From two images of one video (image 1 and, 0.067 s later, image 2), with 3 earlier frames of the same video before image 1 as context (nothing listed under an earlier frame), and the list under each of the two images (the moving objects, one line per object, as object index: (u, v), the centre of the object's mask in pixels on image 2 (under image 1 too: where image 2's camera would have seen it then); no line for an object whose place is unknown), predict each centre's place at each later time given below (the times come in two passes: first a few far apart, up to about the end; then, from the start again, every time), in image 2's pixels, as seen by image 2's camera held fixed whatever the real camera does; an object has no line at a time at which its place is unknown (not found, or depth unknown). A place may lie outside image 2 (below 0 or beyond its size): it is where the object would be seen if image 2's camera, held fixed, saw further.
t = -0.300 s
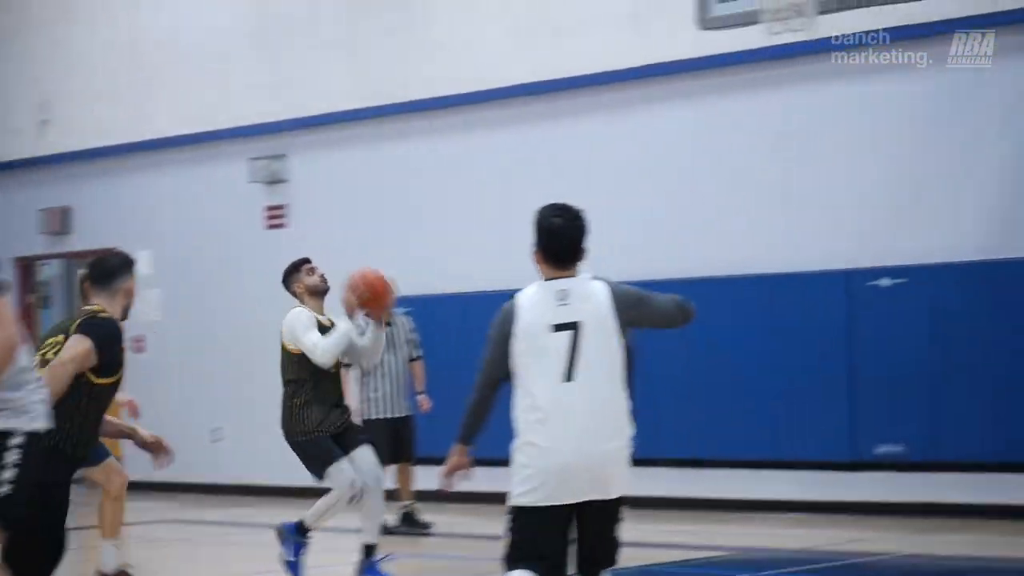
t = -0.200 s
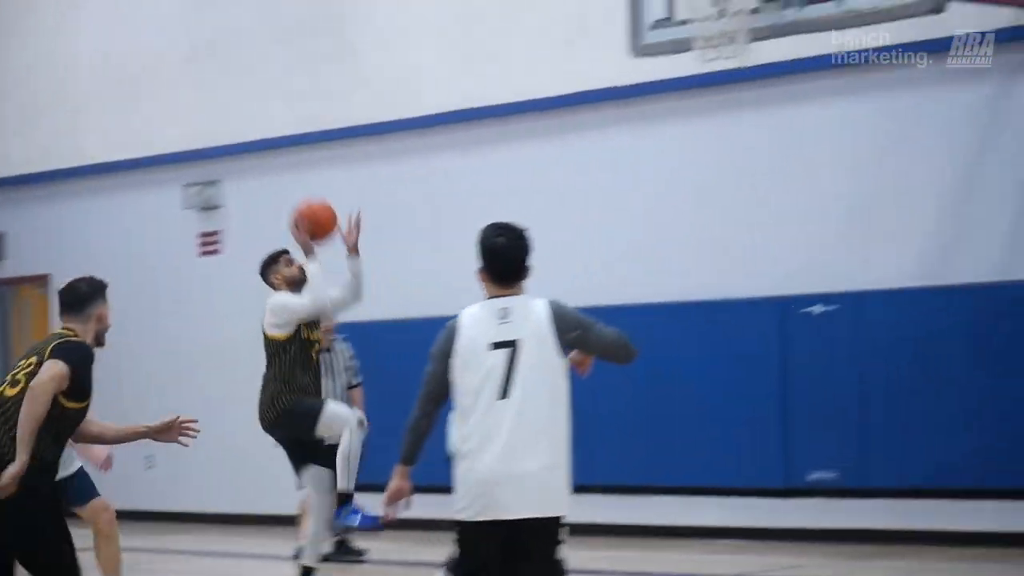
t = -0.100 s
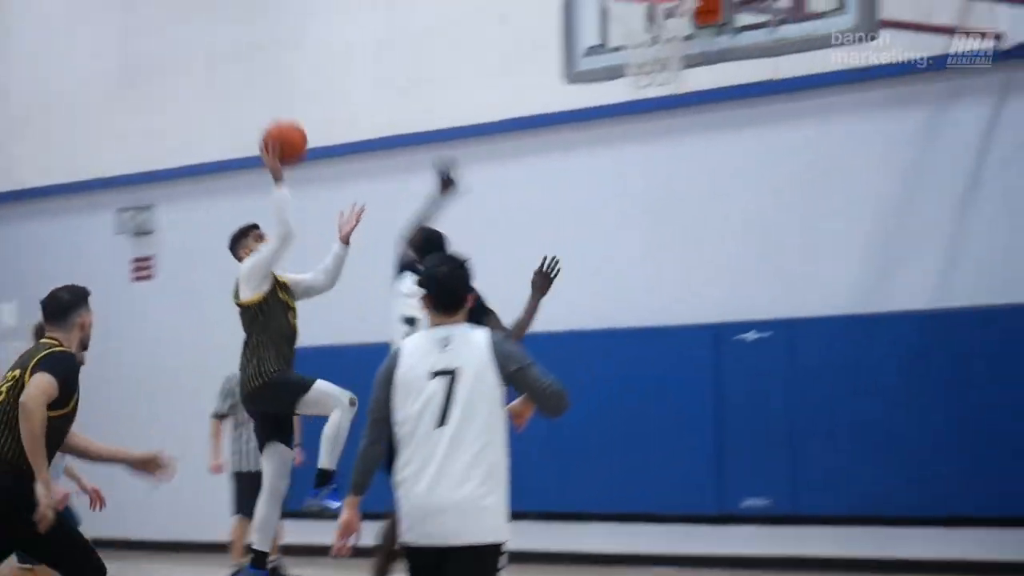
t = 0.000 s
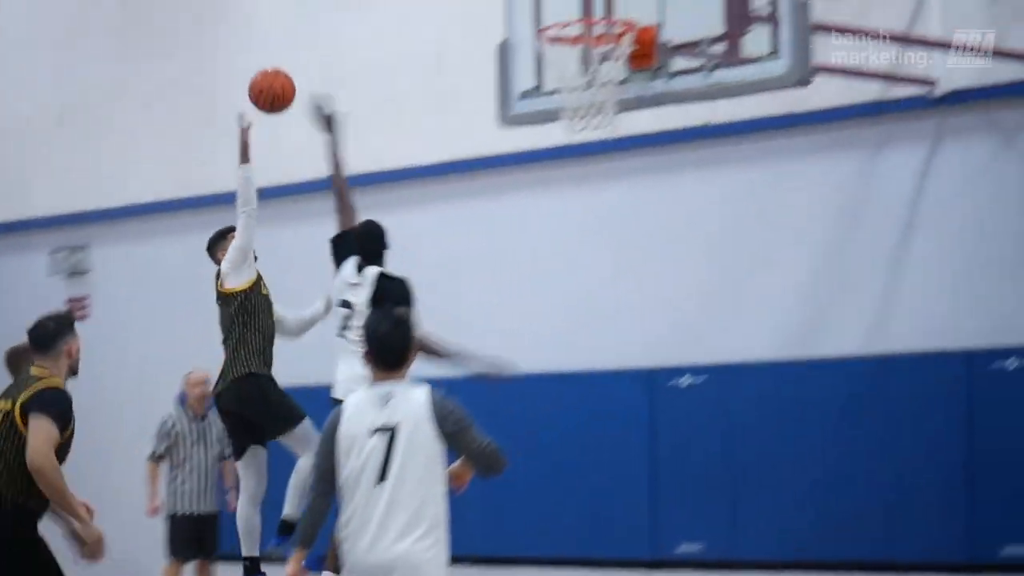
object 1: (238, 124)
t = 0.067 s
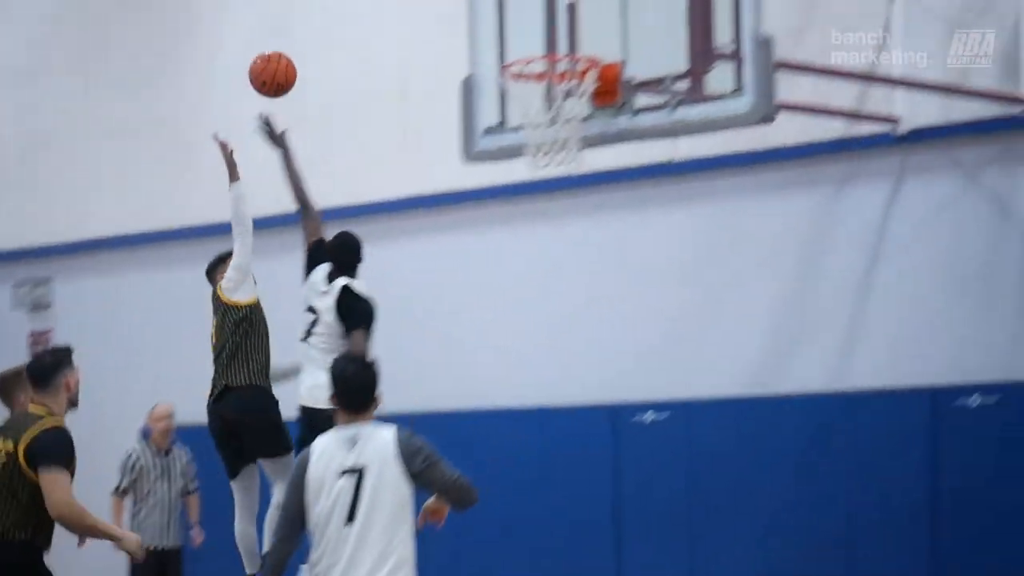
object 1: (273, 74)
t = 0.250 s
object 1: (376, -21)
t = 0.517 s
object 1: (532, -44)
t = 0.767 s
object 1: (570, 43)
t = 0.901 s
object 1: (517, 101)
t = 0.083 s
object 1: (281, 63)
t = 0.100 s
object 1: (291, 52)
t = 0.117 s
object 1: (301, 42)
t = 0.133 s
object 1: (310, 32)
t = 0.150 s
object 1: (319, 23)
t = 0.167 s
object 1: (329, 14)
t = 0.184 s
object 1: (338, 6)
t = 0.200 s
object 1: (348, -1)
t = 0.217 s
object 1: (357, -8)
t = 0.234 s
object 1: (367, -15)
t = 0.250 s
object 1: (376, -21)
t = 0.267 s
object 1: (386, -27)
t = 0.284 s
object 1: (395, -32)
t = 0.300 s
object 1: (405, -36)
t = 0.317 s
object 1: (414, -40)
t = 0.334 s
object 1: (424, -44)
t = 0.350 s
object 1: (433, -47)
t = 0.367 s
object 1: (443, -49)
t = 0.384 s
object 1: (453, -51)
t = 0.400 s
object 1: (462, -52)
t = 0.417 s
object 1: (472, -52)
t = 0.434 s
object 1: (482, -53)
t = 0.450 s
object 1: (491, -53)
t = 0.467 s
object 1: (501, -51)
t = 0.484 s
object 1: (511, -50)
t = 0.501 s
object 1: (521, -47)
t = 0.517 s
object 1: (532, -44)
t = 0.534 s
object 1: (538, -41)
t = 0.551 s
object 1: (541, -38)
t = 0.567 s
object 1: (543, -35)
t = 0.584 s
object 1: (545, -31)
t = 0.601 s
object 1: (547, -27)
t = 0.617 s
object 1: (550, -22)
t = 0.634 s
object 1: (552, -16)
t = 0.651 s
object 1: (554, -10)
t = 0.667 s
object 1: (556, -3)
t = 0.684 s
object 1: (558, 4)
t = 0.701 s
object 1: (561, 12)
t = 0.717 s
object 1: (563, 21)
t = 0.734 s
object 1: (566, 30)
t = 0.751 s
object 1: (568, 37)
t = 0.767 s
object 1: (570, 43)
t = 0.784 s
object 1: (569, 47)
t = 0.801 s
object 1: (560, 56)
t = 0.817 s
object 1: (552, 71)
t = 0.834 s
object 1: (544, 81)
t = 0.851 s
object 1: (536, 86)
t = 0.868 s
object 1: (530, 92)
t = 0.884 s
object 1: (522, 97)
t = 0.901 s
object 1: (517, 101)
